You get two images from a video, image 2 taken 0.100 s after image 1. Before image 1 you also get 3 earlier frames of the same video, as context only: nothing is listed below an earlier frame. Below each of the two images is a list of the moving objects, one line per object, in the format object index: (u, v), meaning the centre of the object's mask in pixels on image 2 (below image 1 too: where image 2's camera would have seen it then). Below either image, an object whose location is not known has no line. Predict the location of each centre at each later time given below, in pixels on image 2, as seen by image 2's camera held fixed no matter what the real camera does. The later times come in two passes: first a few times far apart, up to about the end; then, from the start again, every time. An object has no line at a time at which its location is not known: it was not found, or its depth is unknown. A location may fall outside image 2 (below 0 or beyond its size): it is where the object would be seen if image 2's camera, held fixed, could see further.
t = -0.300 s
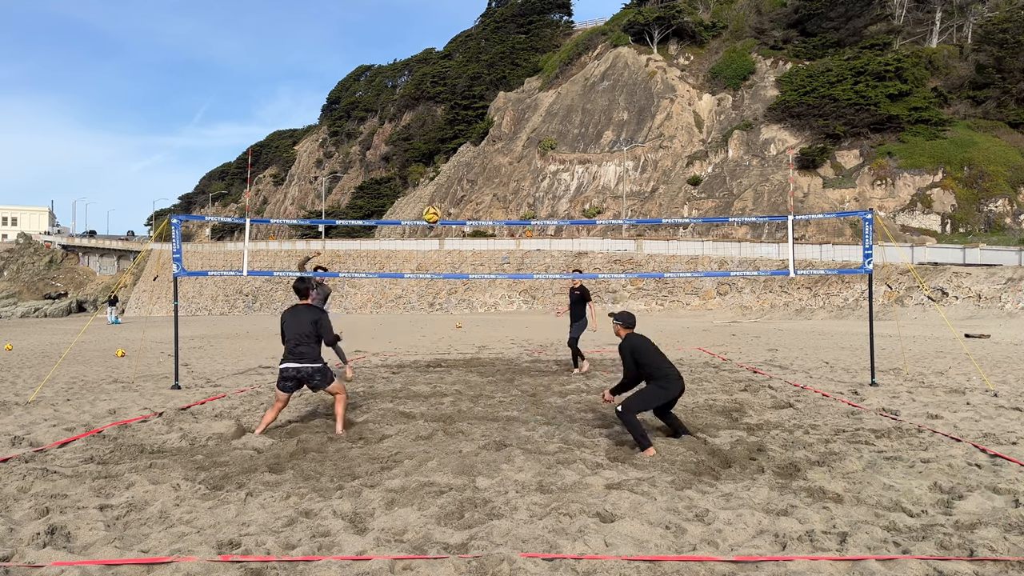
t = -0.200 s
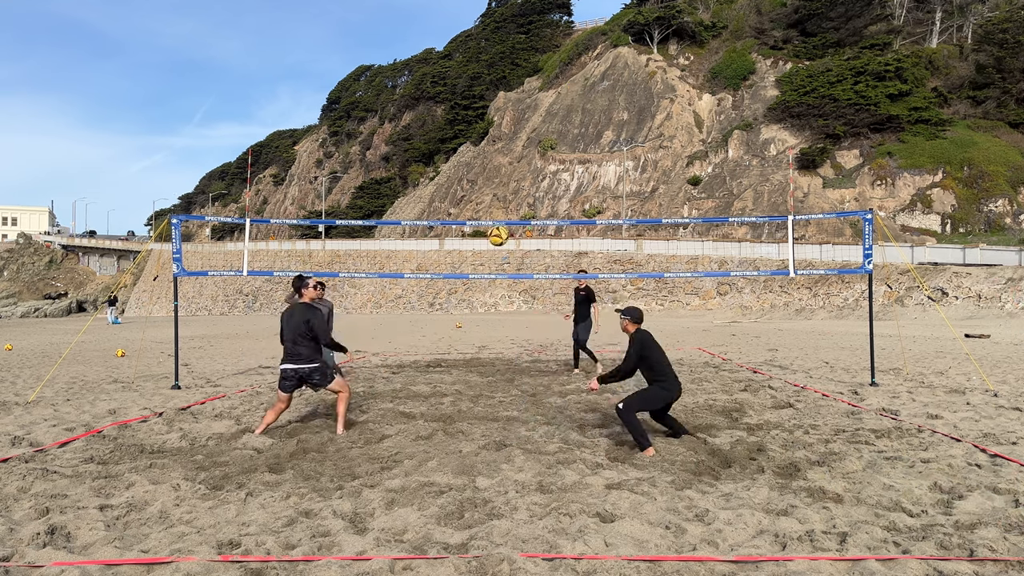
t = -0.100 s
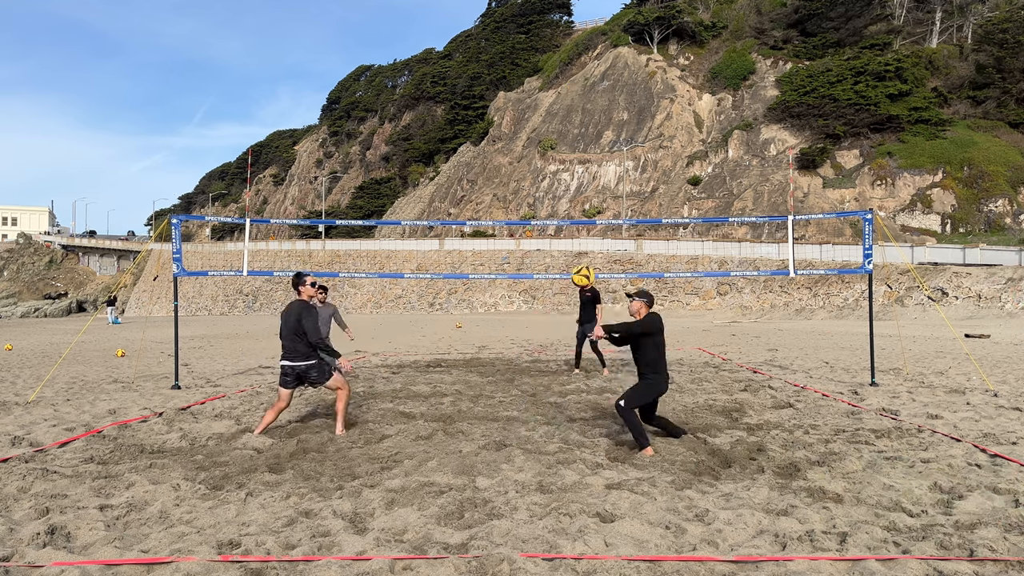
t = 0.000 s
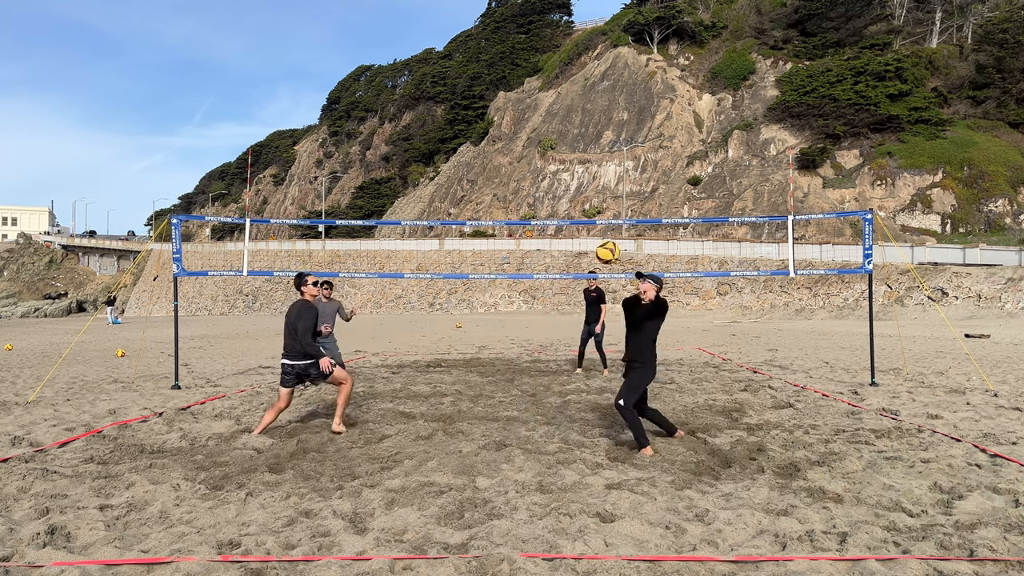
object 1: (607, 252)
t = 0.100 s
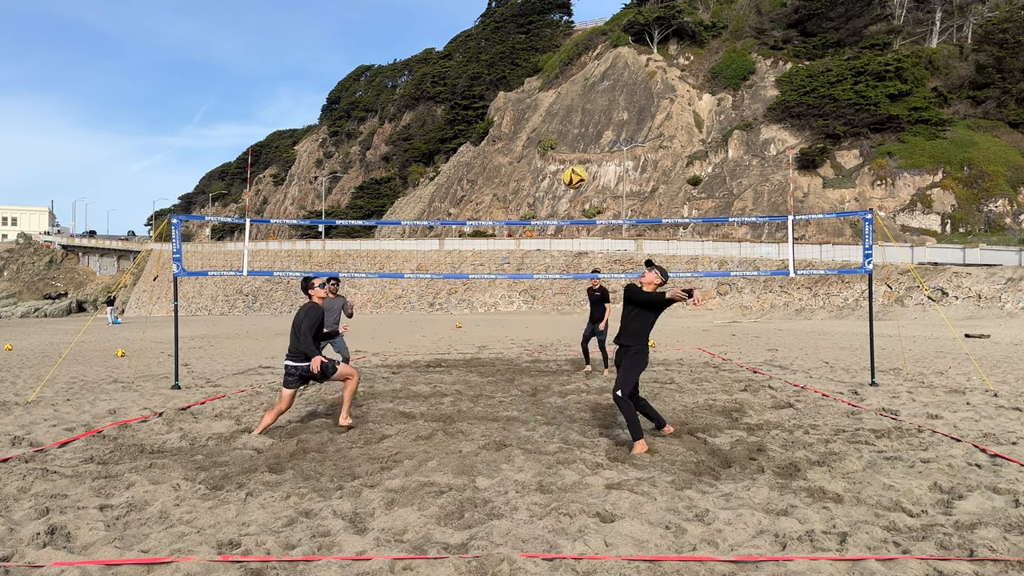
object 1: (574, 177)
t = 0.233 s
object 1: (533, 100)
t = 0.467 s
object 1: (467, 24)
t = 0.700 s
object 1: (409, 8)
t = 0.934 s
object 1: (356, 40)
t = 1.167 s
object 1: (309, 114)
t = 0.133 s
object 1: (564, 155)
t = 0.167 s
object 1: (554, 135)
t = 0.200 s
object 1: (543, 118)
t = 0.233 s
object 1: (533, 100)
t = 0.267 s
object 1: (523, 85)
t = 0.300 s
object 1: (514, 72)
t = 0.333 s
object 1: (504, 59)
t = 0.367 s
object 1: (494, 48)
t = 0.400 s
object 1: (485, 39)
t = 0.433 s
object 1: (477, 31)
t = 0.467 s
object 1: (467, 24)
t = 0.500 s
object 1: (459, 18)
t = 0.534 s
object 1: (450, 13)
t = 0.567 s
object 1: (441, 10)
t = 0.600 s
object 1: (433, 8)
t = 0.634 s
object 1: (425, 8)
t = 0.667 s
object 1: (417, 8)
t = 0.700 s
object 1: (409, 8)
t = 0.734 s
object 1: (401, 9)
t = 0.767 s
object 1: (393, 11)
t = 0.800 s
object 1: (385, 15)
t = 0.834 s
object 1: (378, 20)
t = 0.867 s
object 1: (371, 26)
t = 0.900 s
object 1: (364, 33)
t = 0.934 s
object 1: (356, 40)
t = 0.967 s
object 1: (349, 48)
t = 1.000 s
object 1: (342, 57)
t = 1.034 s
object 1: (335, 67)
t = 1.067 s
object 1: (328, 77)
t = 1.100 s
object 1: (322, 89)
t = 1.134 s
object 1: (316, 101)
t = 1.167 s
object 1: (309, 114)
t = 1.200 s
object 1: (303, 127)
